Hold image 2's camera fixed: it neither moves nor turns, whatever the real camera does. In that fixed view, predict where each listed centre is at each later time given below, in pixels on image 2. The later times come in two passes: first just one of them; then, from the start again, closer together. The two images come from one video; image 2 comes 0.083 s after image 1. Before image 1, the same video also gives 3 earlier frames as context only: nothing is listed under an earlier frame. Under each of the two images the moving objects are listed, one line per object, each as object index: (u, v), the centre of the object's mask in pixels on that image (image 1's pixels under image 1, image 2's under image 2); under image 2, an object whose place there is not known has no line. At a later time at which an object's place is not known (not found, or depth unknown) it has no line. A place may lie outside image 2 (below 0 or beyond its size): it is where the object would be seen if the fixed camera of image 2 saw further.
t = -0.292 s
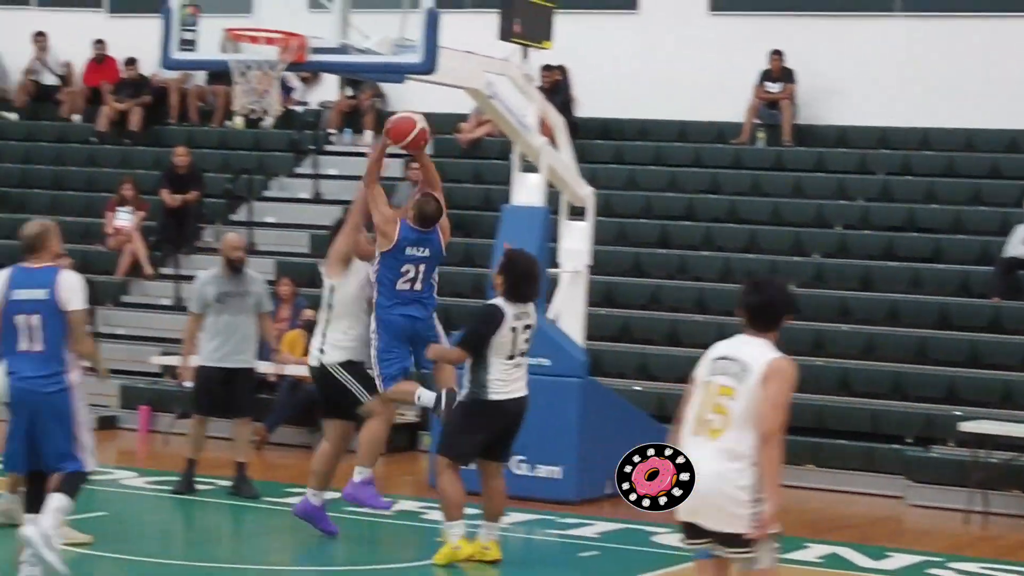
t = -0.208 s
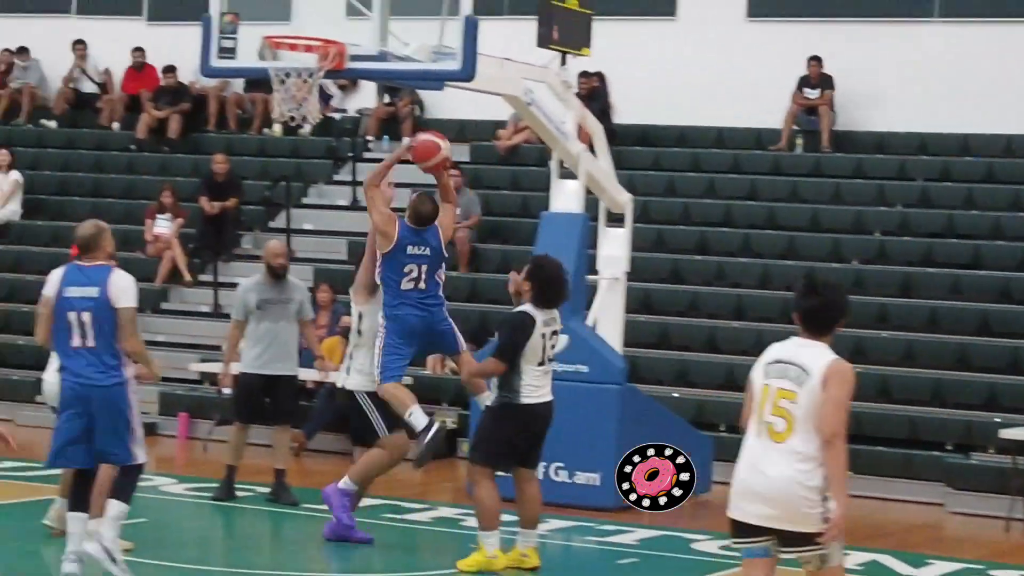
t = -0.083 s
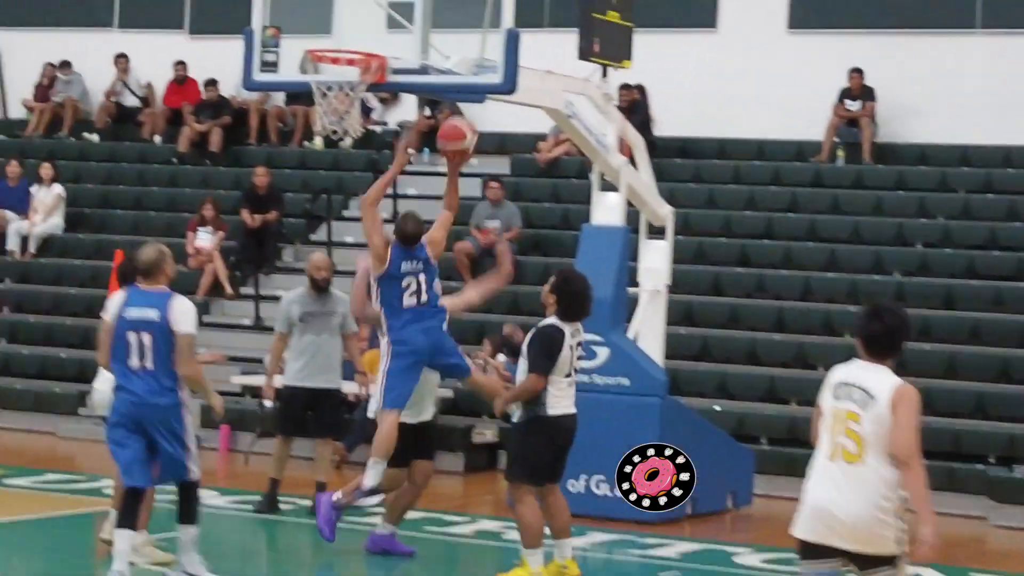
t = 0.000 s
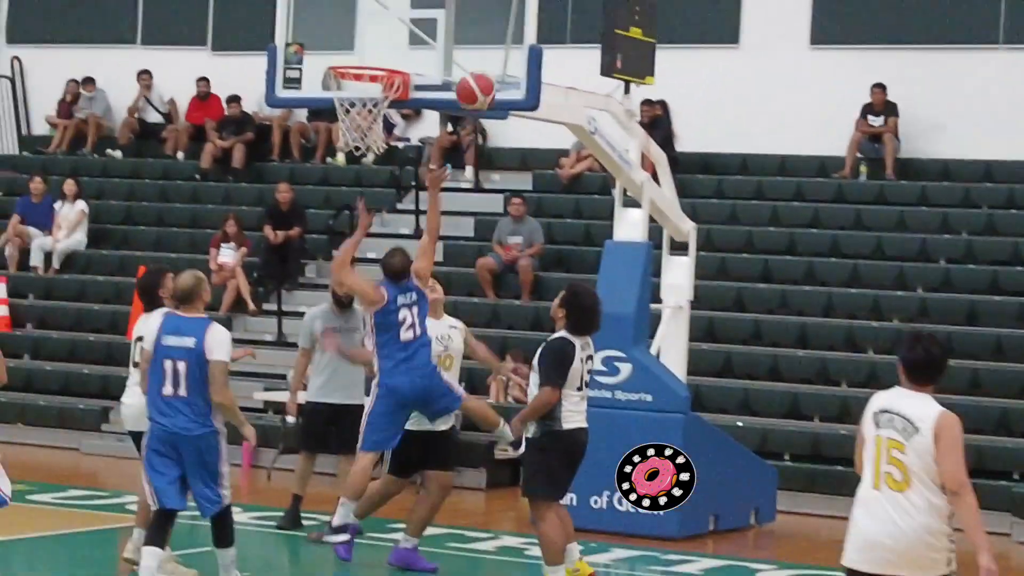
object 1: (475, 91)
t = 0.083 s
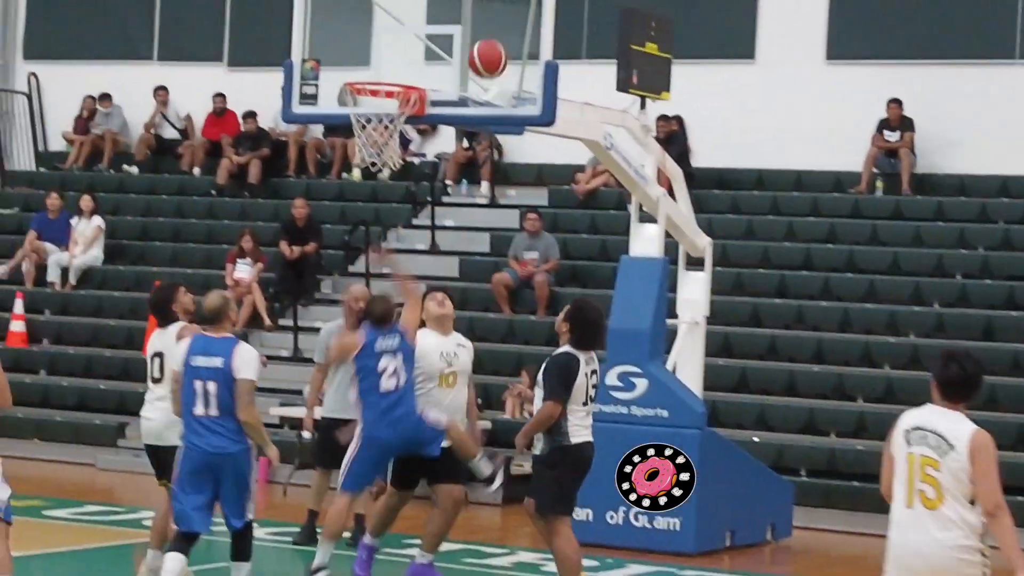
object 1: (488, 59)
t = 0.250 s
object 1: (464, -4)
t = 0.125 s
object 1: (484, 34)
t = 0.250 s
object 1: (464, -4)
